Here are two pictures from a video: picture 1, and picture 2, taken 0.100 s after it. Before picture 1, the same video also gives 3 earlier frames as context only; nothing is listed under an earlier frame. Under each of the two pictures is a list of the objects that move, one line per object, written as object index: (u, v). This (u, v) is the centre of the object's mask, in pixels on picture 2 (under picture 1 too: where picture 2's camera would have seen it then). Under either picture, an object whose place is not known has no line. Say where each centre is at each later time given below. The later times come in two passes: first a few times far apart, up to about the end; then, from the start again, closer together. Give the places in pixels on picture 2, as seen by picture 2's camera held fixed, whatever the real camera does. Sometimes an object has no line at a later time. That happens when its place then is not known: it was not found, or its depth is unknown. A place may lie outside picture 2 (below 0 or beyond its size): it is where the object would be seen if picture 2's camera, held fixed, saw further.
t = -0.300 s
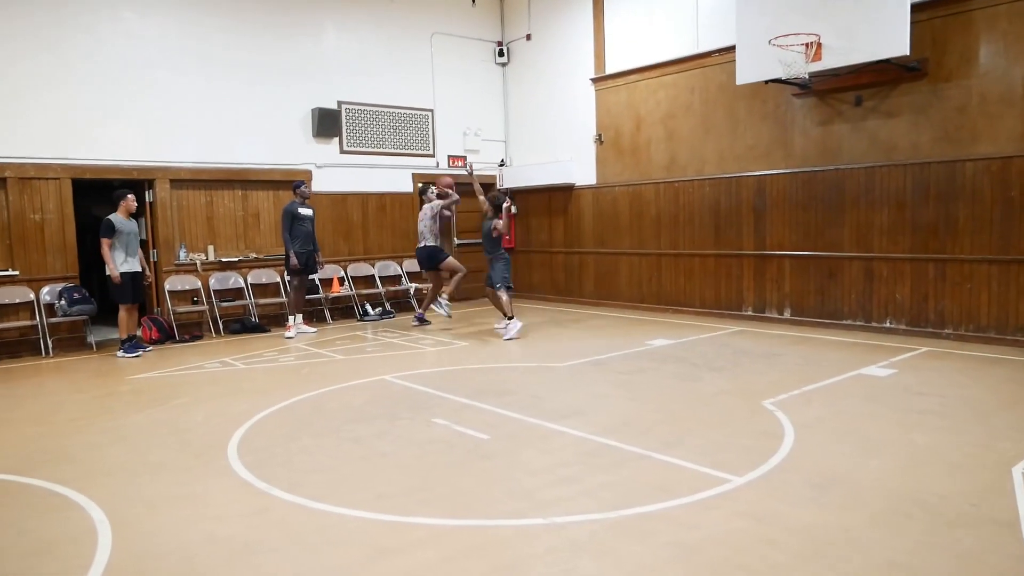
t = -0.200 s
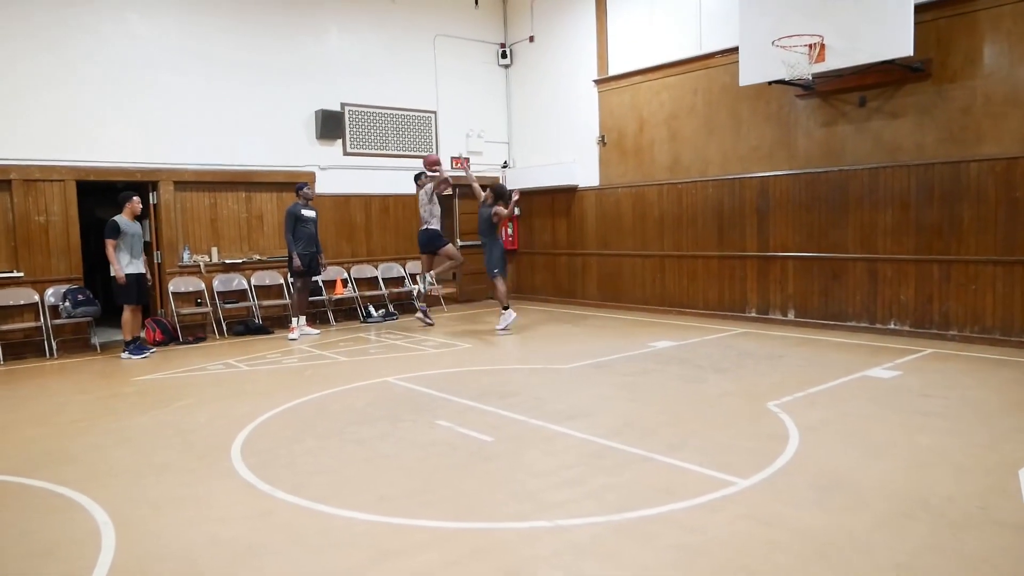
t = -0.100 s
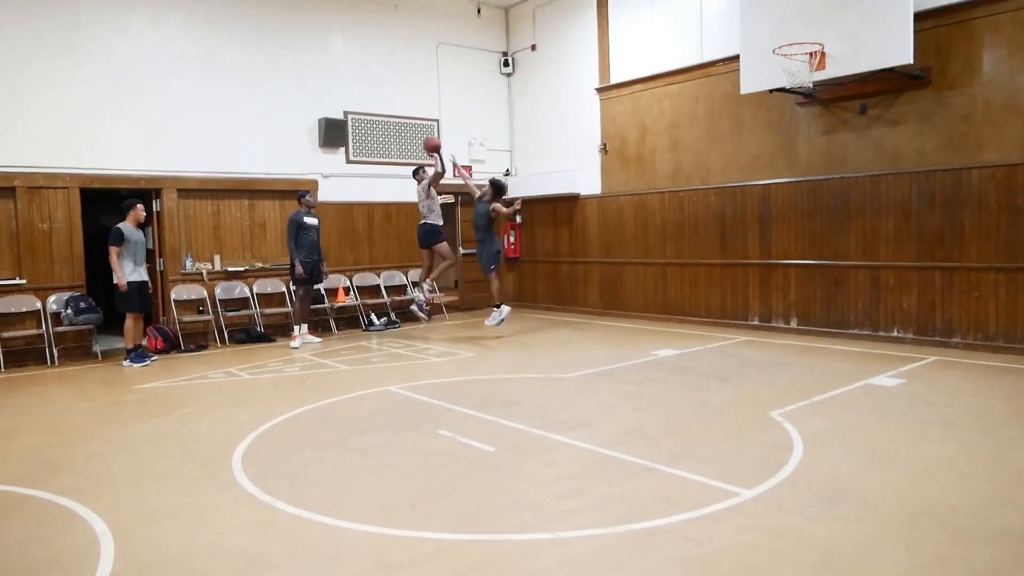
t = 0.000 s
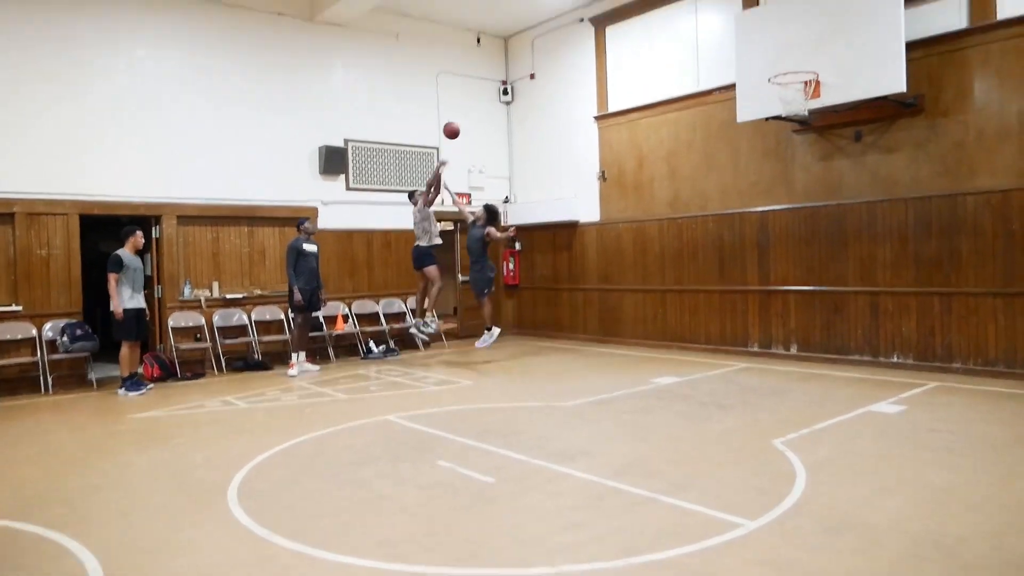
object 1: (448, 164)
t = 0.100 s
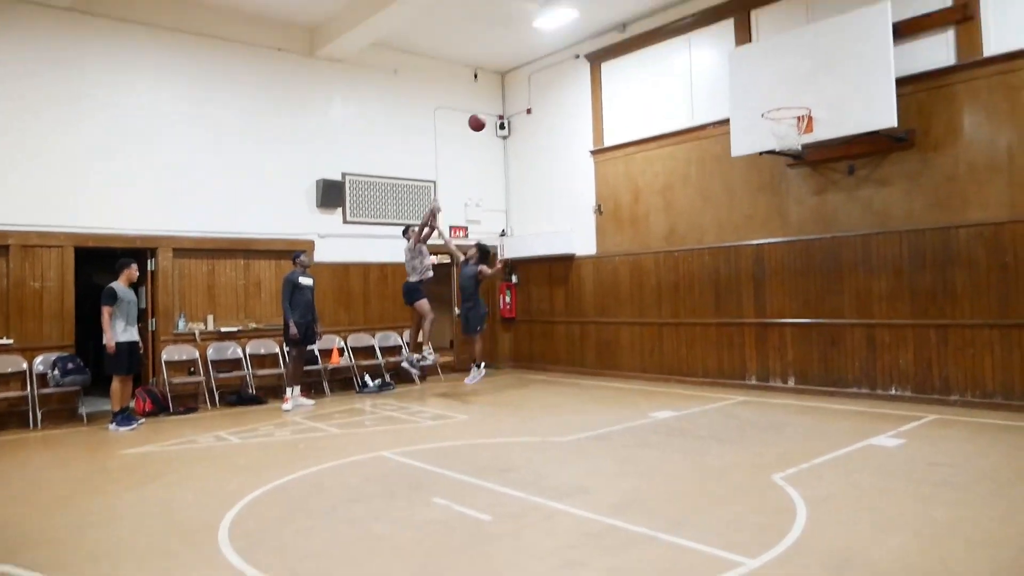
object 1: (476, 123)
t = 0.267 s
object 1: (527, 67)
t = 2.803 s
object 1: (817, 261)
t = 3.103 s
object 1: (825, 339)
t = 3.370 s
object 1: (831, 361)
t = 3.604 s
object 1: (830, 317)
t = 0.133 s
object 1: (486, 110)
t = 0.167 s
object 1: (497, 98)
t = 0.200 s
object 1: (506, 87)
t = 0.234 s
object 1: (517, 77)
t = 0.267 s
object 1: (527, 67)
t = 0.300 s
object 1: (538, 58)
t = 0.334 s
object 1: (548, 49)
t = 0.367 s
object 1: (559, 42)
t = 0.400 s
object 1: (570, 36)
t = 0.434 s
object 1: (582, 29)
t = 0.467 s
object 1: (592, 25)
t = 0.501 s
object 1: (603, 21)
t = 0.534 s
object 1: (615, 19)
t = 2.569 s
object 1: (812, 261)
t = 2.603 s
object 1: (812, 258)
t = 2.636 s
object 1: (813, 256)
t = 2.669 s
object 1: (814, 255)
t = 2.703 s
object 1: (814, 255)
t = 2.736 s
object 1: (815, 256)
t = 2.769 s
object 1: (815, 258)
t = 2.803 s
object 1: (817, 261)
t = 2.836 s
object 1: (817, 266)
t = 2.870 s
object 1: (818, 270)
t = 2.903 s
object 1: (819, 277)
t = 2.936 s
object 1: (820, 285)
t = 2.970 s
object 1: (821, 293)
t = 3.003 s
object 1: (822, 303)
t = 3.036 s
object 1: (823, 314)
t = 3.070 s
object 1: (824, 326)
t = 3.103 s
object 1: (825, 339)
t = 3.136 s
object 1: (825, 353)
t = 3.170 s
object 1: (827, 369)
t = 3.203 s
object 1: (827, 386)
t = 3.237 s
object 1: (827, 405)
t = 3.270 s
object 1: (828, 398)
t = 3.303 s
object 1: (830, 384)
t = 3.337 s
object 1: (830, 372)
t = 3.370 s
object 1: (831, 361)
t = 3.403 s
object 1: (832, 352)
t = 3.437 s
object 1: (832, 343)
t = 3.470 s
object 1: (833, 336)
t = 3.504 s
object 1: (833, 331)
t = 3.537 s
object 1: (835, 324)
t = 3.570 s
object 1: (834, 320)
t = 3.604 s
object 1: (830, 317)
